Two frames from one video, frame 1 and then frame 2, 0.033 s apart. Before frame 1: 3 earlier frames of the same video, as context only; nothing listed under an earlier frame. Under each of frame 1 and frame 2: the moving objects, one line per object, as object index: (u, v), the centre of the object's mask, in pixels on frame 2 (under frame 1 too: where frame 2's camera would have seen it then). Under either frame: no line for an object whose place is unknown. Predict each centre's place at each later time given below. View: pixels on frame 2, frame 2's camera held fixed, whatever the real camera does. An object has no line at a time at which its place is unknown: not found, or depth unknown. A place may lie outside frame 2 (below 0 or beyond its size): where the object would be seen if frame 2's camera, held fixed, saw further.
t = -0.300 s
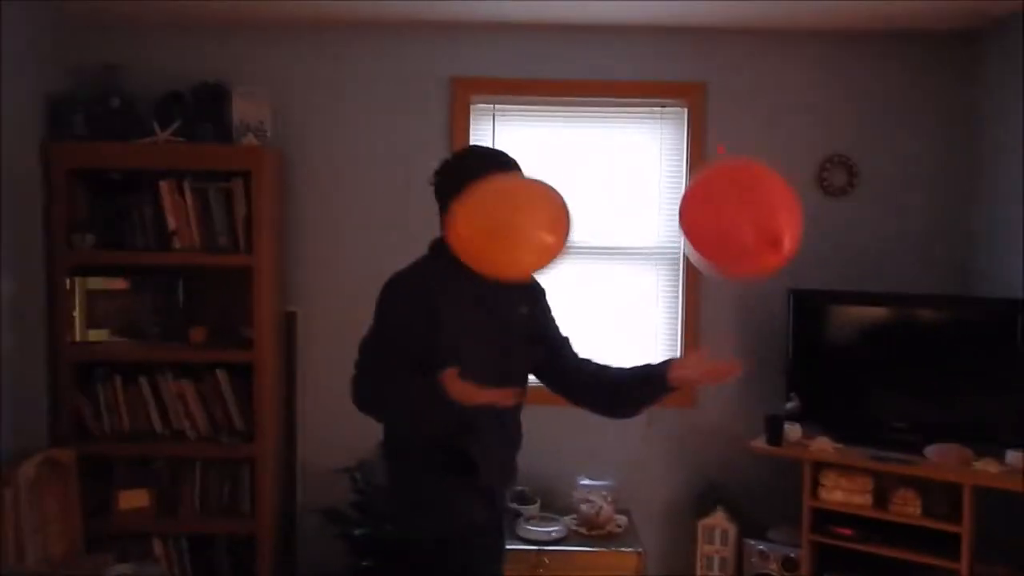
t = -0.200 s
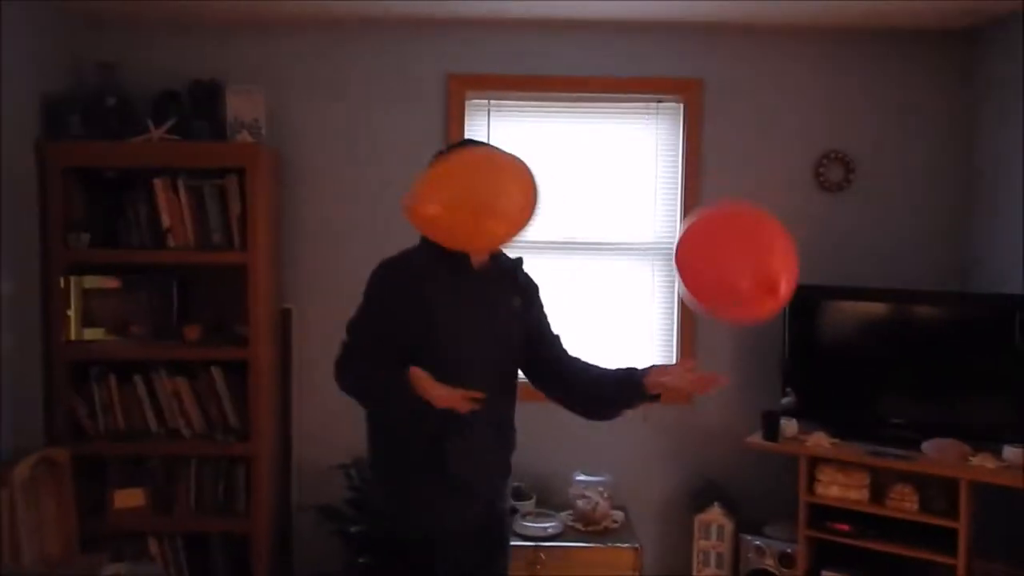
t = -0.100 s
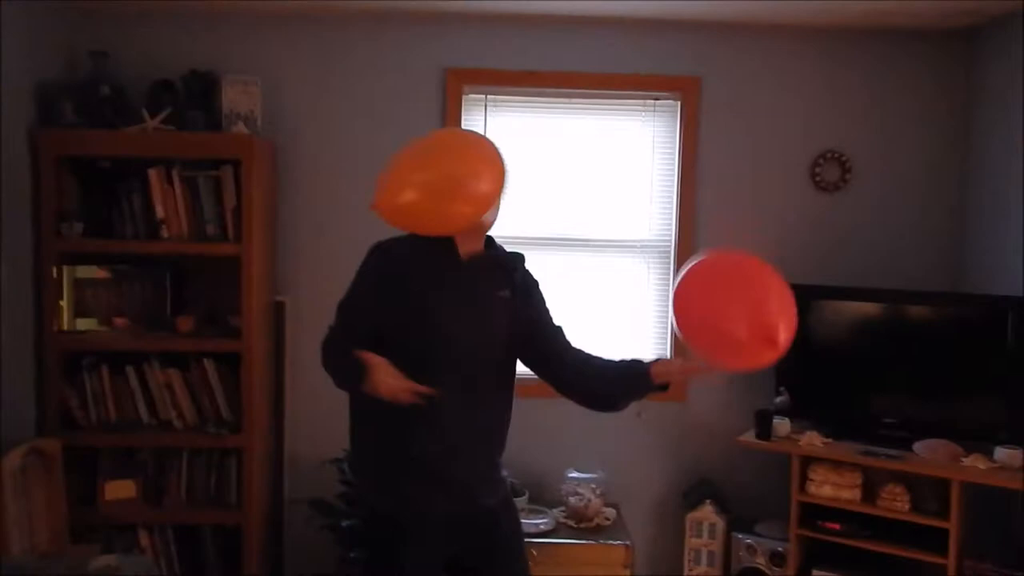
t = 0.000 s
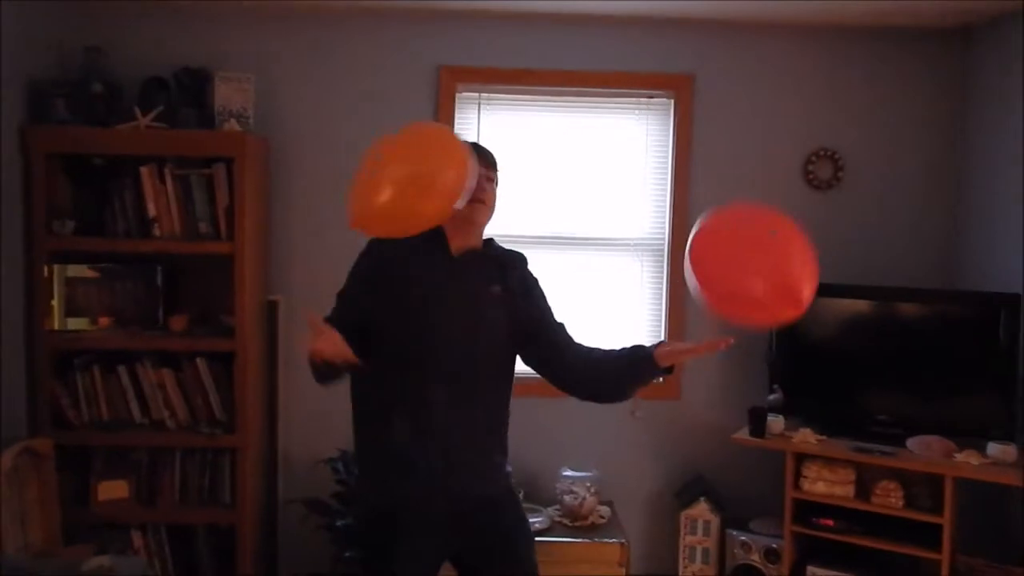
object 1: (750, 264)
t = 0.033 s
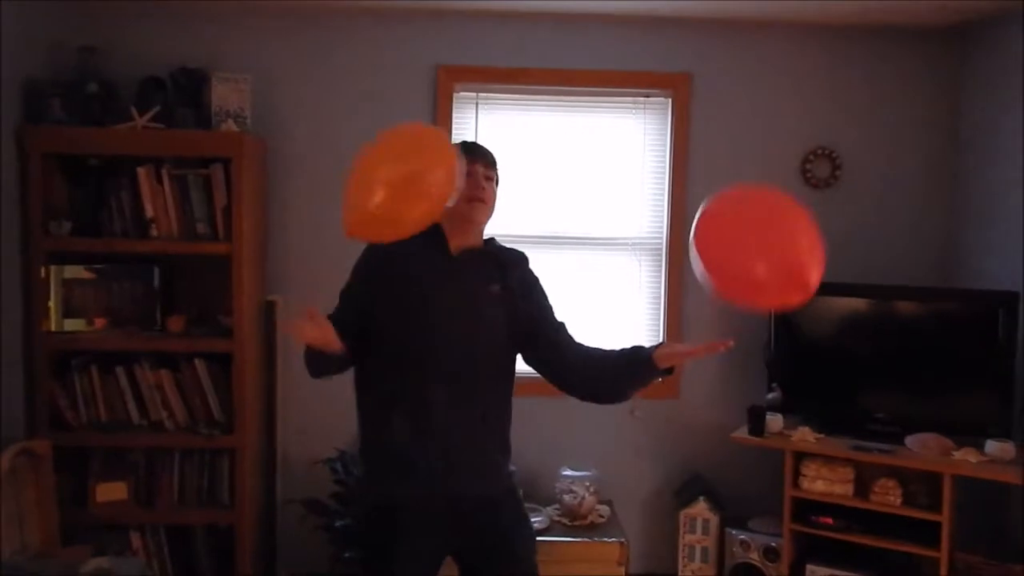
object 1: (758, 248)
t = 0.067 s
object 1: (764, 234)
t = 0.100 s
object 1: (771, 219)
